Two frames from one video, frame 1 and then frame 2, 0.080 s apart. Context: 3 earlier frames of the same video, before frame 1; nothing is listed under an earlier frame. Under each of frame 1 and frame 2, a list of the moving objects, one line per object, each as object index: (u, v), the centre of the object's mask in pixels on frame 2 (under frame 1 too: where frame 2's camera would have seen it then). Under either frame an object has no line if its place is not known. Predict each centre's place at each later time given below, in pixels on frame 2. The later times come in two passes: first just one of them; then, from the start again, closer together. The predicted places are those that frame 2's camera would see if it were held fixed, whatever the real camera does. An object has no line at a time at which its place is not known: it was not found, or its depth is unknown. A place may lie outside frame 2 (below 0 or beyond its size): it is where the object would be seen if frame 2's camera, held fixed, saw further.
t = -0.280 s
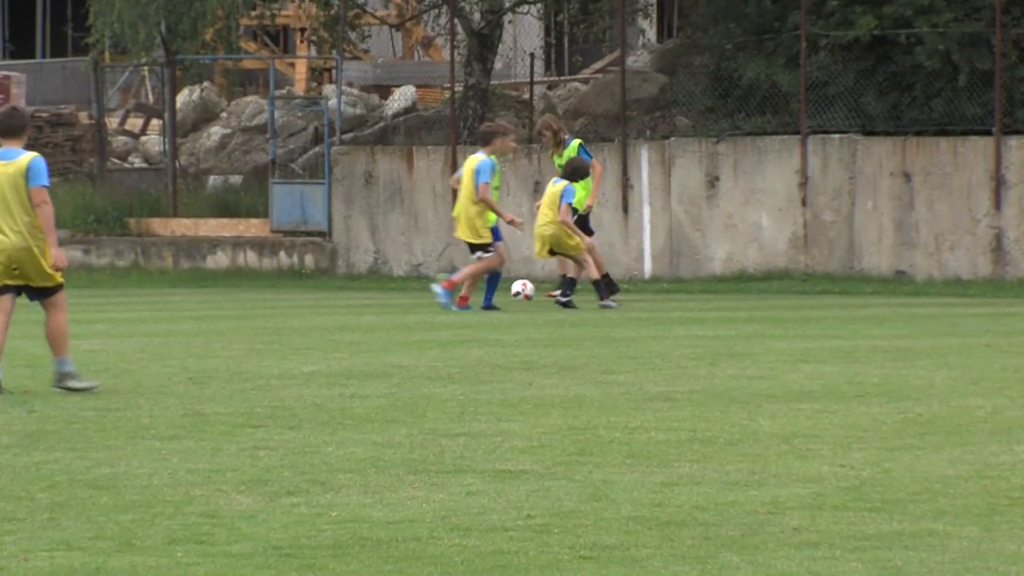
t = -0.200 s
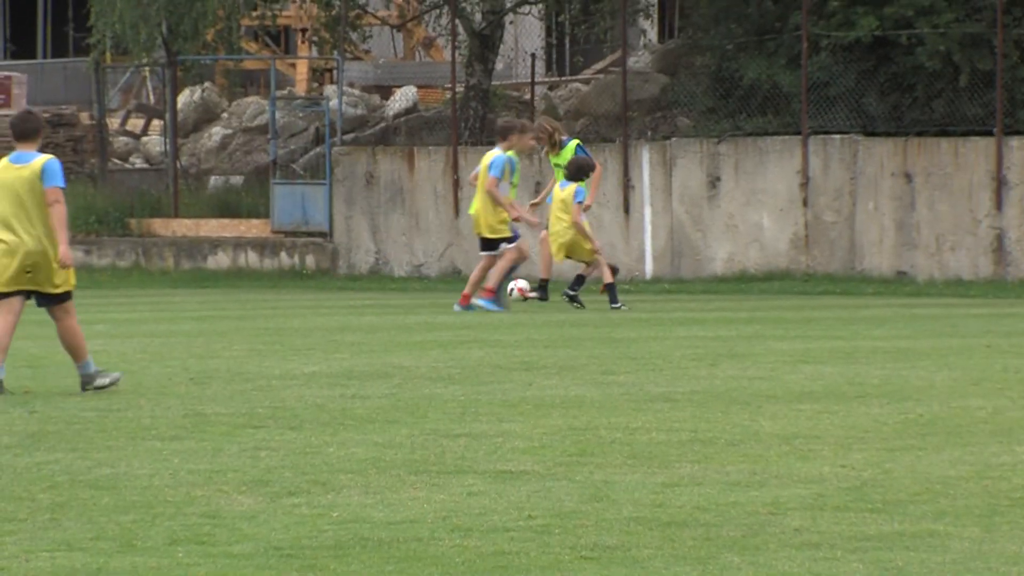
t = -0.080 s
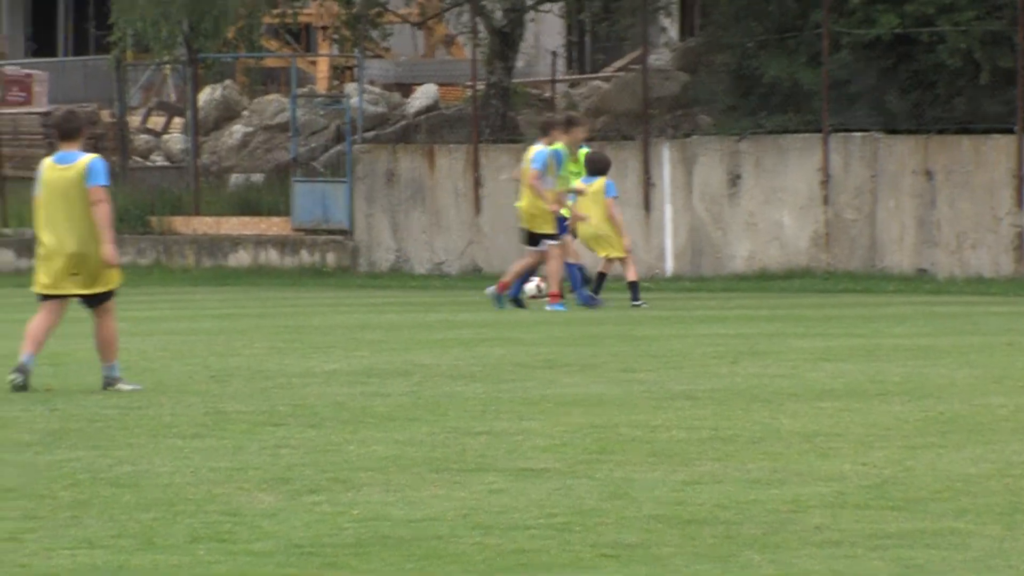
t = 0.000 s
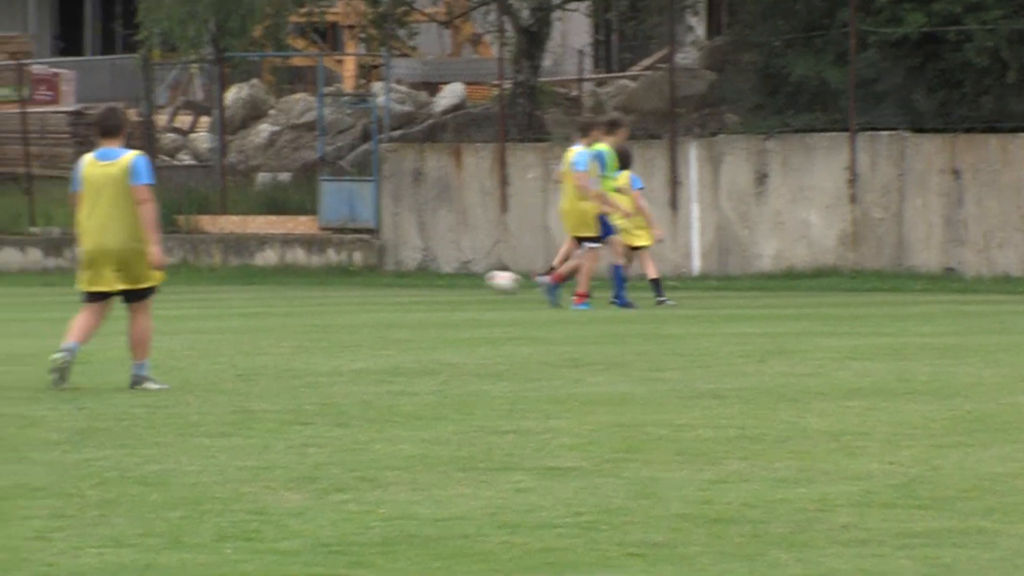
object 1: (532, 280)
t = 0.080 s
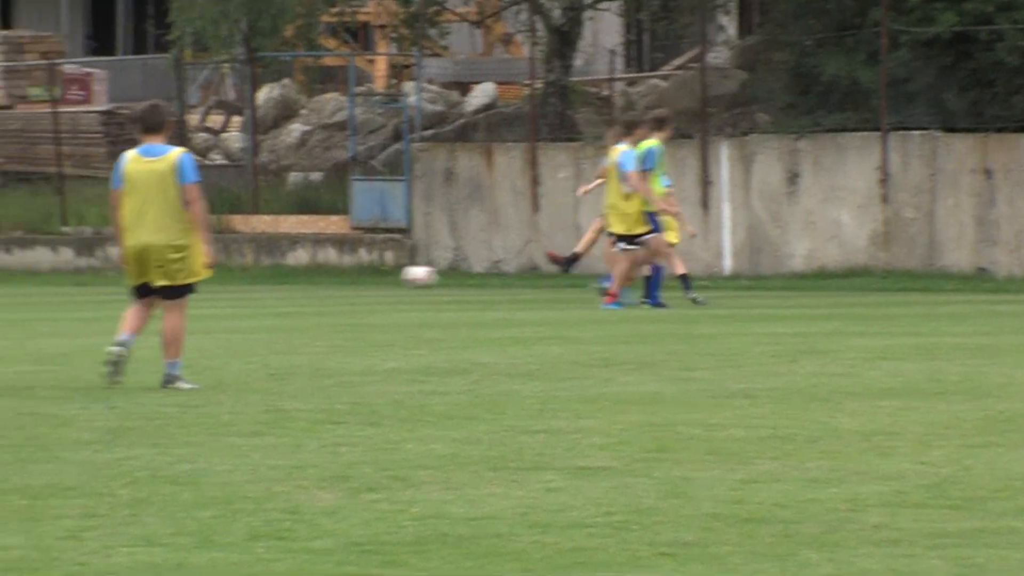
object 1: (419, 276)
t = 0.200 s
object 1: (247, 282)
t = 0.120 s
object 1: (362, 275)
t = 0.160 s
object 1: (304, 278)
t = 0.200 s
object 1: (247, 282)
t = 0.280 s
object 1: (128, 294)
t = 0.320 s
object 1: (74, 292)
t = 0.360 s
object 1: (22, 290)
